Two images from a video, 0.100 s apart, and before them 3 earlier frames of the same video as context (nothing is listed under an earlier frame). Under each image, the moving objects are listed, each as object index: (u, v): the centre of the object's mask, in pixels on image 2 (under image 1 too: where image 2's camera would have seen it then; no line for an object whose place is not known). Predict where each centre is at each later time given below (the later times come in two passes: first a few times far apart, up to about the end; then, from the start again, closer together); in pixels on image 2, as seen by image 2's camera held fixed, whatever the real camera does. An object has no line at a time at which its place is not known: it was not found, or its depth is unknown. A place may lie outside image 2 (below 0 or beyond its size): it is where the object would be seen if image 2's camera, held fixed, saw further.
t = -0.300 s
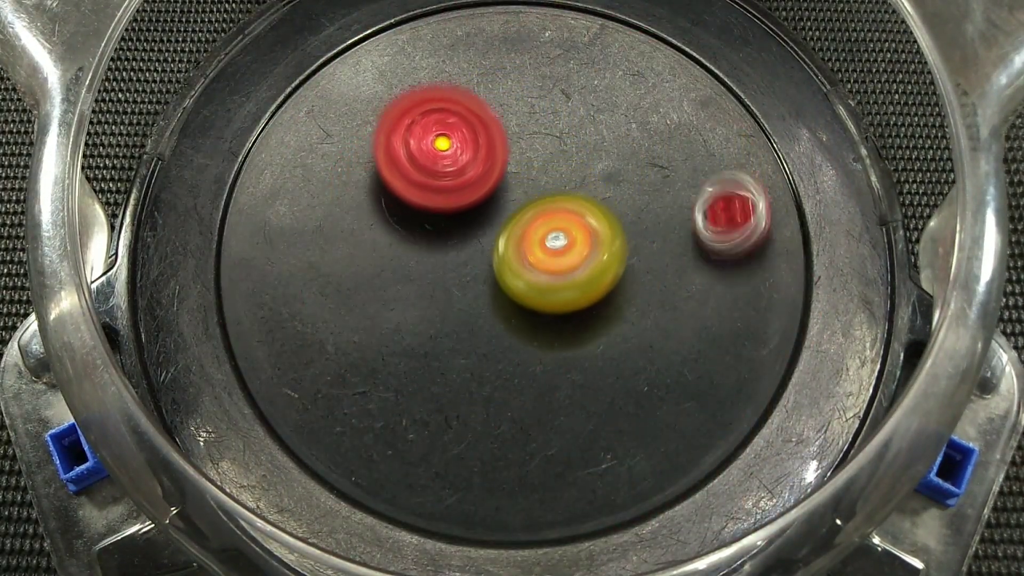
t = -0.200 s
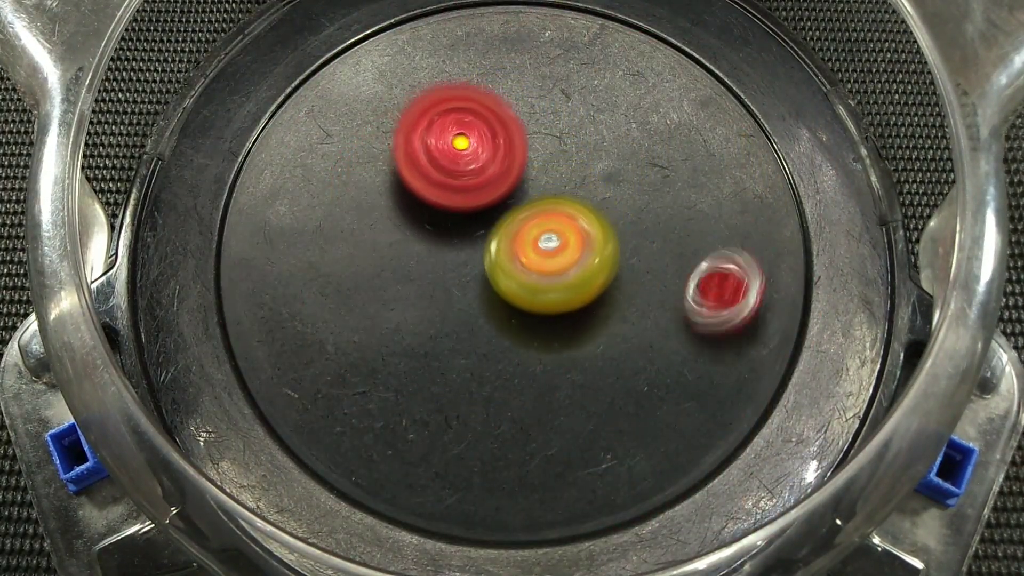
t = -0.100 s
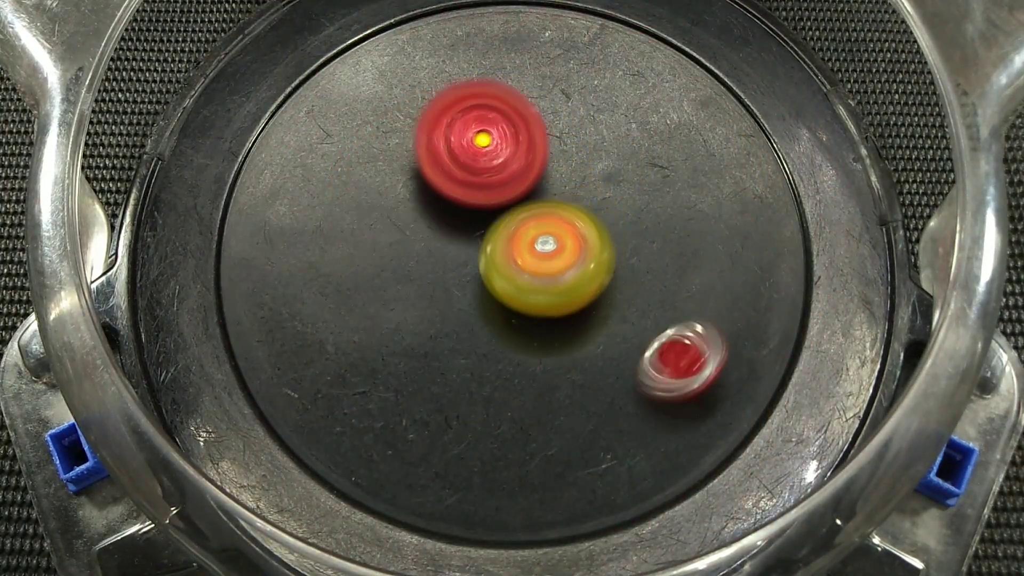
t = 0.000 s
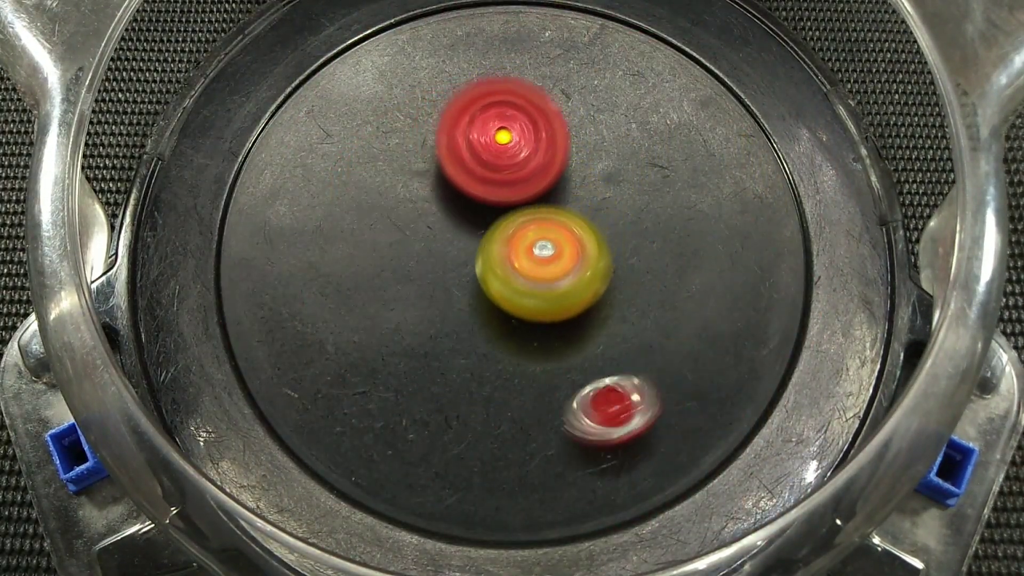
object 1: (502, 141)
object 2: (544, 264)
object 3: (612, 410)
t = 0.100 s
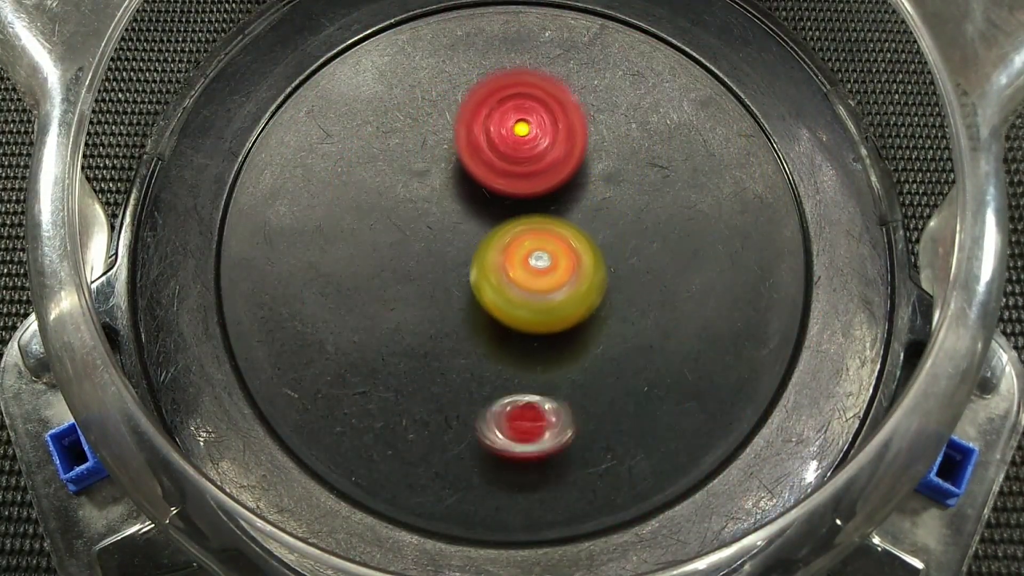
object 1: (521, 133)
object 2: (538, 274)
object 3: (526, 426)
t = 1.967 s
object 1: (517, 338)
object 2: (474, 215)
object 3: (562, 157)
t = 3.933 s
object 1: (436, 223)
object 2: (589, 225)
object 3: (572, 316)
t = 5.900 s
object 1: (423, 267)
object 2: (612, 162)
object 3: (529, 386)
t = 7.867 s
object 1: (448, 268)
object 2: (562, 149)
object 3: (524, 381)
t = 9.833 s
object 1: (452, 265)
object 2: (578, 230)
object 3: (524, 377)
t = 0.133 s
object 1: (526, 132)
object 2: (536, 275)
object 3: (496, 424)
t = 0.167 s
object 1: (531, 132)
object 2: (534, 276)
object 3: (468, 417)
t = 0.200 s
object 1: (537, 132)
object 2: (531, 275)
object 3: (441, 408)
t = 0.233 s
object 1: (542, 133)
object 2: (529, 275)
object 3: (417, 394)
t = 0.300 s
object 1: (553, 137)
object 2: (525, 273)
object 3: (377, 359)
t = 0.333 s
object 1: (557, 140)
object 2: (524, 272)
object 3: (361, 337)
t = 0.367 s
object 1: (562, 143)
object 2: (522, 270)
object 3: (350, 314)
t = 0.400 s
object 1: (567, 146)
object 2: (519, 269)
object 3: (342, 292)
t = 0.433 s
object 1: (572, 149)
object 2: (517, 269)
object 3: (338, 268)
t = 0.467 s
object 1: (577, 152)
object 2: (514, 269)
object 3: (338, 244)
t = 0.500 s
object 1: (581, 155)
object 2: (510, 269)
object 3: (342, 221)
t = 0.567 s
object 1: (589, 160)
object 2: (502, 272)
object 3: (360, 179)
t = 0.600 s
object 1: (592, 163)
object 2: (499, 272)
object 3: (373, 161)
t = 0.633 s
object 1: (595, 167)
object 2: (496, 271)
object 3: (391, 142)
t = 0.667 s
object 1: (597, 172)
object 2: (495, 270)
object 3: (410, 127)
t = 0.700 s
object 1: (598, 177)
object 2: (493, 269)
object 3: (429, 117)
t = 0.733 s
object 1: (605, 180)
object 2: (485, 270)
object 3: (450, 107)
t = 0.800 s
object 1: (613, 186)
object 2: (475, 269)
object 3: (499, 97)
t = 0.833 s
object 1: (615, 190)
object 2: (473, 267)
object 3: (523, 97)
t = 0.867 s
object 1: (617, 194)
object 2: (472, 264)
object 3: (547, 101)
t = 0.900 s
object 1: (617, 199)
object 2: (472, 261)
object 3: (570, 106)
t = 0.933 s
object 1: (617, 205)
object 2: (474, 258)
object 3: (591, 113)
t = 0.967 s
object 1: (617, 212)
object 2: (476, 255)
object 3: (610, 123)
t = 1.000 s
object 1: (617, 220)
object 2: (477, 252)
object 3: (632, 129)
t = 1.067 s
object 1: (633, 237)
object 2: (453, 247)
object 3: (674, 98)
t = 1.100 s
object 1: (638, 243)
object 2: (448, 244)
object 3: (686, 92)
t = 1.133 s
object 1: (640, 247)
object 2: (446, 242)
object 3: (691, 97)
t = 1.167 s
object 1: (640, 252)
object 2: (446, 239)
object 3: (695, 108)
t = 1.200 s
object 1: (638, 256)
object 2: (449, 237)
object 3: (695, 120)
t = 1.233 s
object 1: (636, 260)
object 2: (454, 236)
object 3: (693, 136)
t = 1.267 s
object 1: (634, 264)
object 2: (460, 235)
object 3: (687, 157)
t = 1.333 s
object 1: (624, 274)
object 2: (473, 235)
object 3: (676, 193)
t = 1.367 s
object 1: (611, 284)
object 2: (478, 234)
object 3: (718, 184)
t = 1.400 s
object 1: (612, 310)
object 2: (458, 219)
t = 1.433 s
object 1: (613, 330)
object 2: (439, 203)
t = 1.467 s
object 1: (612, 344)
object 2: (427, 191)
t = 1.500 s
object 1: (610, 353)
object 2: (420, 185)
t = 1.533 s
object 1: (606, 359)
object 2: (418, 182)
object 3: (868, 30)
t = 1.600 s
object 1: (599, 363)
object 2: (421, 183)
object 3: (785, 54)
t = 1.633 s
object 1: (595, 364)
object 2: (426, 186)
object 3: (759, 53)
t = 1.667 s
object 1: (591, 363)
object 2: (430, 190)
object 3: (731, 55)
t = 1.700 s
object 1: (586, 363)
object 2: (435, 194)
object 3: (707, 59)
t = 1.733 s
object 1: (580, 361)
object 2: (440, 198)
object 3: (683, 68)
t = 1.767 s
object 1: (573, 359)
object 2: (444, 202)
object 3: (659, 81)
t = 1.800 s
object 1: (564, 356)
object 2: (449, 206)
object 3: (638, 94)
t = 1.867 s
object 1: (546, 349)
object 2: (460, 214)
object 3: (600, 121)
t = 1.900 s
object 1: (536, 344)
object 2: (465, 217)
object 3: (586, 134)
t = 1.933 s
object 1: (526, 339)
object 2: (470, 219)
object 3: (573, 146)
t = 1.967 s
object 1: (517, 338)
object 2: (474, 215)
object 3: (562, 157)
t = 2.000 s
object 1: (509, 338)
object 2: (478, 209)
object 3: (557, 165)
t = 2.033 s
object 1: (501, 335)
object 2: (482, 205)
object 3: (556, 171)
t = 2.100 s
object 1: (484, 332)
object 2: (483, 199)
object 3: (566, 175)
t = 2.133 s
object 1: (474, 341)
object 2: (484, 179)
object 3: (572, 179)
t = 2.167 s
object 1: (464, 344)
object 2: (485, 165)
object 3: (576, 182)
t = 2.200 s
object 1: (456, 343)
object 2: (486, 157)
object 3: (577, 184)
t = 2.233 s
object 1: (450, 340)
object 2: (488, 154)
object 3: (577, 184)
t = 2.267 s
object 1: (444, 335)
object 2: (489, 154)
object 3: (578, 184)
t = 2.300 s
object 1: (439, 330)
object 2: (490, 155)
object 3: (578, 184)
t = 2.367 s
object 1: (431, 315)
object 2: (492, 162)
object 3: (580, 185)
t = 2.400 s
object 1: (427, 306)
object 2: (491, 165)
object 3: (580, 185)
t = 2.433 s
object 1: (424, 297)
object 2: (491, 168)
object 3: (580, 186)
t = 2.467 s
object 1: (421, 288)
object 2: (491, 173)
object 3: (580, 186)
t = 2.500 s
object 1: (419, 281)
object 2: (492, 176)
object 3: (581, 186)
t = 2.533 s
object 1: (409, 279)
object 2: (502, 170)
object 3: (587, 188)
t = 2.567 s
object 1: (402, 277)
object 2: (509, 158)
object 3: (599, 192)
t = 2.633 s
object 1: (398, 268)
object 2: (516, 150)
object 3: (618, 206)
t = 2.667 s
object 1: (400, 262)
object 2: (517, 151)
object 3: (619, 209)
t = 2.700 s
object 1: (403, 256)
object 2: (518, 153)
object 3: (618, 210)
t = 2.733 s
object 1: (409, 249)
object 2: (519, 157)
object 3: (616, 210)
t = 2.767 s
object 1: (414, 242)
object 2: (520, 160)
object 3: (614, 211)
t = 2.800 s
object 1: (405, 242)
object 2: (535, 156)
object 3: (614, 212)
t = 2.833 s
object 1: (397, 242)
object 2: (551, 151)
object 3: (619, 218)
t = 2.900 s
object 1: (395, 236)
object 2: (563, 149)
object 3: (622, 227)
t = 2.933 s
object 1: (398, 232)
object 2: (565, 149)
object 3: (620, 229)
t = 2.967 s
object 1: (404, 228)
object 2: (567, 150)
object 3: (618, 230)
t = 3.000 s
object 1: (411, 224)
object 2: (569, 151)
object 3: (618, 231)
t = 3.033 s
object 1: (419, 220)
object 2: (570, 152)
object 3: (617, 235)
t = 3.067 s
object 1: (428, 216)
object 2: (572, 155)
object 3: (617, 237)
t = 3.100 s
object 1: (437, 213)
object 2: (572, 157)
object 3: (616, 239)
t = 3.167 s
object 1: (449, 206)
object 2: (579, 163)
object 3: (616, 245)
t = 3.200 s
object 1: (451, 203)
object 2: (584, 165)
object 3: (616, 250)
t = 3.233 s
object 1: (453, 201)
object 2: (586, 167)
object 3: (614, 258)
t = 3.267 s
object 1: (448, 200)
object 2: (594, 169)
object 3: (612, 263)
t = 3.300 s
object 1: (448, 199)
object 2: (597, 170)
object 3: (609, 275)
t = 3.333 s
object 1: (450, 198)
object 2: (597, 172)
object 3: (605, 290)
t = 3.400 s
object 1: (458, 198)
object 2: (594, 177)
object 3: (596, 306)
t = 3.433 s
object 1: (452, 197)
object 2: (603, 181)
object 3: (594, 307)
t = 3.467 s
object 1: (446, 196)
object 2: (611, 186)
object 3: (593, 307)
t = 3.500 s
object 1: (444, 196)
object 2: (611, 190)
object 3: (593, 307)
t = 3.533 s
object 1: (443, 197)
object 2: (609, 194)
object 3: (593, 307)
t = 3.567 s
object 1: (444, 199)
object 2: (606, 197)
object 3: (593, 307)
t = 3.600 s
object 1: (446, 202)
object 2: (603, 199)
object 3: (593, 307)
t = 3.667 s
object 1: (453, 208)
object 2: (594, 204)
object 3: (594, 307)
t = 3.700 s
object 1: (455, 210)
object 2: (592, 206)
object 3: (594, 307)
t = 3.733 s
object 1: (454, 212)
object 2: (593, 209)
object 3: (594, 307)
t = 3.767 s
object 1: (449, 213)
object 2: (596, 214)
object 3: (594, 307)
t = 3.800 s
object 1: (447, 215)
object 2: (595, 218)
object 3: (594, 308)
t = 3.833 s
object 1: (447, 217)
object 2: (590, 221)
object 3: (594, 309)
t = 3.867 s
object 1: (446, 220)
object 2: (586, 224)
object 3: (592, 311)
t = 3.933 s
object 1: (436, 223)
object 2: (589, 225)
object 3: (572, 316)
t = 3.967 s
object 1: (435, 226)
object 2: (588, 225)
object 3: (546, 333)
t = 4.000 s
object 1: (435, 229)
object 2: (585, 224)
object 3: (525, 348)
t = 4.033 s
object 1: (437, 232)
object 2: (580, 223)
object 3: (512, 353)
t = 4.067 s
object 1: (437, 235)
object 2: (579, 223)
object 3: (502, 354)
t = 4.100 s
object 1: (423, 237)
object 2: (594, 222)
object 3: (498, 351)
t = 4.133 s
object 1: (413, 239)
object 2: (603, 222)
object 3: (497, 349)
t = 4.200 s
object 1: (407, 243)
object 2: (605, 220)
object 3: (497, 347)
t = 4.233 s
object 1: (406, 246)
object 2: (603, 218)
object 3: (497, 347)
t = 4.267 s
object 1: (405, 249)
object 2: (601, 215)
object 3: (497, 347)
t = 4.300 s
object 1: (406, 251)
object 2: (600, 213)
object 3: (497, 347)
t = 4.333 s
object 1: (409, 253)
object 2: (599, 210)
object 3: (497, 347)
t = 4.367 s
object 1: (413, 255)
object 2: (597, 208)
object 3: (497, 347)
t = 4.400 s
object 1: (419, 257)
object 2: (595, 206)
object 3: (498, 347)
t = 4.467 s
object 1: (433, 258)
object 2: (591, 202)
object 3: (498, 347)
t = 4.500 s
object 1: (441, 258)
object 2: (589, 201)
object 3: (498, 348)
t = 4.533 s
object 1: (449, 257)
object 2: (587, 200)
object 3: (498, 348)
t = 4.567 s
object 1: (458, 255)
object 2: (585, 199)
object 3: (498, 349)
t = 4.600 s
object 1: (462, 255)
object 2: (586, 196)
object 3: (499, 350)
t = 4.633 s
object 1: (465, 254)
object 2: (590, 192)
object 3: (501, 357)
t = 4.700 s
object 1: (467, 243)
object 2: (596, 188)
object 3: (525, 431)
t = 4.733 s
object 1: (470, 239)
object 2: (598, 186)
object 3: (534, 452)
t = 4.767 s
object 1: (472, 237)
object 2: (598, 186)
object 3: (540, 464)
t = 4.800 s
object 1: (462, 238)
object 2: (614, 181)
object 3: (542, 464)
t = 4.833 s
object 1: (452, 239)
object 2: (629, 177)
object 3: (541, 461)
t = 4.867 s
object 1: (447, 240)
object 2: (633, 177)
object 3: (541, 458)
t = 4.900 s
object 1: (445, 241)
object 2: (633, 178)
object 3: (539, 453)
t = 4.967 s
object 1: (444, 243)
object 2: (631, 179)
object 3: (536, 441)
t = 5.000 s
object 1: (445, 244)
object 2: (629, 181)
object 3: (535, 435)
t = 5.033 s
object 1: (446, 245)
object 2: (626, 184)
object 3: (534, 429)
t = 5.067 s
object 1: (449, 246)
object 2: (622, 186)
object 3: (533, 424)
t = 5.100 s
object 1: (451, 246)
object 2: (617, 188)
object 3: (532, 418)
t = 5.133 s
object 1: (456, 246)
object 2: (613, 190)
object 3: (532, 413)
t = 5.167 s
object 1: (460, 246)
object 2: (609, 192)
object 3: (531, 408)
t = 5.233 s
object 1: (470, 246)
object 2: (598, 199)
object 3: (530, 400)
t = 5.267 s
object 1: (458, 247)
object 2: (606, 200)
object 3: (530, 397)
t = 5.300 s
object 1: (447, 248)
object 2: (614, 201)
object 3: (530, 395)
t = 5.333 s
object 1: (441, 248)
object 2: (615, 203)
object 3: (529, 393)
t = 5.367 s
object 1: (438, 249)
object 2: (611, 205)
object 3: (529, 391)
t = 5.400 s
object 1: (436, 250)
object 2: (606, 205)
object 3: (529, 390)
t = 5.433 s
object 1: (435, 252)
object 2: (601, 205)
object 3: (529, 390)
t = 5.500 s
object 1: (437, 253)
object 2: (589, 203)
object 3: (529, 390)
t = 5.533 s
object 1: (438, 254)
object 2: (583, 202)
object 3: (529, 390)
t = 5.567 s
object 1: (442, 254)
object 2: (574, 201)
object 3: (529, 390)
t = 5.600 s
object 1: (443, 255)
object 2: (568, 198)
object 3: (529, 390)
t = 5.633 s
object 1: (427, 259)
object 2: (582, 190)
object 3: (529, 390)
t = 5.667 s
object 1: (415, 262)
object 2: (599, 180)
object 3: (529, 389)
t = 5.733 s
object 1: (409, 265)
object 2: (614, 169)
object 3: (529, 387)
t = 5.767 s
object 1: (409, 266)
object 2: (616, 166)
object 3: (529, 386)
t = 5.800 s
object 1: (411, 267)
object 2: (617, 163)
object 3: (529, 386)
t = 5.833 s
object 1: (413, 268)
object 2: (616, 163)
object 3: (529, 386)
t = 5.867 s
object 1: (417, 268)
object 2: (614, 162)
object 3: (529, 386)
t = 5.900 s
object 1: (423, 267)
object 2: (612, 162)
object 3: (529, 386)
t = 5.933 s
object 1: (428, 266)
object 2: (610, 162)
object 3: (529, 386)
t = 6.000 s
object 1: (443, 263)
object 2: (604, 163)
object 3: (529, 386)
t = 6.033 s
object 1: (450, 261)
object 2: (602, 164)
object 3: (529, 386)
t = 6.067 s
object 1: (459, 258)
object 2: (599, 165)
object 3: (529, 386)
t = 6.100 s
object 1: (467, 257)
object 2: (596, 165)
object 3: (529, 386)
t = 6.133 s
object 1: (476, 254)
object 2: (592, 168)
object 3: (529, 386)
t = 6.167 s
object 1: (483, 252)
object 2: (587, 171)
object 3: (529, 386)
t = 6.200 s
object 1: (480, 255)
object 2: (590, 169)
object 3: (529, 386)
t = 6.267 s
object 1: (482, 257)
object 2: (592, 170)
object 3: (529, 386)
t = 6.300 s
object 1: (486, 258)
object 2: (588, 170)
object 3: (529, 386)
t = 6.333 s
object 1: (491, 260)
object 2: (584, 169)
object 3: (529, 385)
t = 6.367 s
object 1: (492, 265)
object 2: (586, 166)
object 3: (529, 386)
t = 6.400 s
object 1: (492, 267)
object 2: (586, 166)
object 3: (529, 385)
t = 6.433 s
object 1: (495, 268)
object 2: (584, 167)
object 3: (529, 385)
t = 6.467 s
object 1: (499, 270)
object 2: (581, 165)
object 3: (529, 385)
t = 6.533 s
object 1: (506, 273)
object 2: (576, 164)
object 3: (528, 385)
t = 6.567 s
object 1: (510, 273)
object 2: (575, 164)
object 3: (529, 385)
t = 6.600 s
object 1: (512, 275)
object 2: (573, 163)
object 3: (529, 385)
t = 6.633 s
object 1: (514, 277)
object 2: (572, 163)
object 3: (529, 385)
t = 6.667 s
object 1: (516, 278)
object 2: (570, 163)
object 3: (529, 385)
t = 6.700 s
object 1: (517, 279)
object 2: (568, 163)
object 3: (529, 385)
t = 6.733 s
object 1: (517, 282)
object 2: (568, 160)
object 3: (529, 385)
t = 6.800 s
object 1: (518, 285)
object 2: (565, 163)
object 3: (529, 386)
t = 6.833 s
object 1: (519, 285)
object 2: (562, 163)
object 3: (528, 386)
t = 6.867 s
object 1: (520, 285)
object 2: (559, 163)
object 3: (528, 387)
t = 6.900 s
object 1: (521, 284)
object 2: (557, 163)
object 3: (528, 386)
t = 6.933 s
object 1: (519, 285)
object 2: (556, 161)
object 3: (528, 386)
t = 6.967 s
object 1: (516, 287)
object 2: (558, 152)
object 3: (527, 387)
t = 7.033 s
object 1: (514, 286)
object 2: (560, 151)
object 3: (526, 391)
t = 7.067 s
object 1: (512, 285)
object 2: (558, 153)
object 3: (525, 390)
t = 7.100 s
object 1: (510, 283)
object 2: (556, 155)
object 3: (525, 388)
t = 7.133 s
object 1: (509, 280)
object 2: (552, 156)
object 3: (524, 387)
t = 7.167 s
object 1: (508, 277)
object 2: (550, 156)
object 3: (524, 386)
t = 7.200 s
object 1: (506, 275)
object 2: (548, 155)
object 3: (524, 385)
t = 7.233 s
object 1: (501, 276)
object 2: (550, 150)
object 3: (524, 385)
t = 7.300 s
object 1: (493, 276)
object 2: (553, 148)
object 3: (524, 384)
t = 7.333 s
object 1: (491, 274)
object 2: (551, 150)
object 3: (524, 384)
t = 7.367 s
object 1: (489, 271)
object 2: (549, 152)
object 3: (524, 383)
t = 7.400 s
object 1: (488, 268)
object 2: (546, 153)
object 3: (524, 383)
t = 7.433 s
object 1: (487, 265)
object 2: (543, 152)
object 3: (524, 383)
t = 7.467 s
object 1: (484, 265)
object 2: (543, 149)
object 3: (524, 382)
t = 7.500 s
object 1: (479, 266)
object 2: (546, 143)
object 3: (524, 382)
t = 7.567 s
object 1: (475, 262)
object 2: (548, 147)
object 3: (524, 382)
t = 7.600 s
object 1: (475, 260)
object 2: (545, 149)
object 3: (524, 382)
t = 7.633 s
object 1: (474, 259)
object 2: (543, 151)
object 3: (524, 382)
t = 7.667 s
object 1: (464, 263)
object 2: (549, 145)
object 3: (524, 382)
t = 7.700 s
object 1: (456, 266)
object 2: (559, 140)
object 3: (524, 381)
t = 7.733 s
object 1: (452, 267)
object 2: (563, 140)
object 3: (524, 381)
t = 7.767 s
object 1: (450, 267)
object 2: (564, 142)
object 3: (524, 381)
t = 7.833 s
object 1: (447, 267)
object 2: (563, 146)
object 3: (524, 381)
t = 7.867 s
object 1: (448, 268)
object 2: (562, 149)
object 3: (524, 381)
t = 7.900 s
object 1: (447, 265)
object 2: (561, 153)
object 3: (524, 381)
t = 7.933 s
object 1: (449, 264)
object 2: (559, 158)
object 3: (524, 381)
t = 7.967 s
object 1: (450, 262)
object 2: (556, 164)
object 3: (524, 381)
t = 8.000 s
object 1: (454, 261)
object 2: (551, 171)
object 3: (524, 381)
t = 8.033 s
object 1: (447, 263)
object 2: (554, 174)
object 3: (524, 380)
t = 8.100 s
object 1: (426, 272)
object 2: (579, 175)
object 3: (524, 380)
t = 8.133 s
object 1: (425, 271)
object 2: (582, 179)
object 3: (524, 380)
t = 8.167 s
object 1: (428, 270)
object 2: (580, 184)
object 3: (524, 380)
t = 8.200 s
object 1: (435, 272)
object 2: (574, 190)
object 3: (524, 380)
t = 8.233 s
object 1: (440, 272)
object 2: (567, 194)
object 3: (524, 380)
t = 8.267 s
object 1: (446, 274)
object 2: (563, 198)
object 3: (524, 380)
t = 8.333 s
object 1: (447, 275)
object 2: (560, 205)
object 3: (524, 380)
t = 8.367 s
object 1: (446, 275)
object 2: (561, 208)
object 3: (524, 380)
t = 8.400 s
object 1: (446, 276)
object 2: (564, 209)
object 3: (524, 380)
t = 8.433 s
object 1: (443, 278)
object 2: (572, 209)
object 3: (524, 380)
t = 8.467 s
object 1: (444, 279)
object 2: (577, 212)
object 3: (524, 380)
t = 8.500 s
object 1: (446, 280)
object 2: (580, 214)
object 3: (524, 380)
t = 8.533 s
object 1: (446, 281)
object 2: (578, 217)
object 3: (524, 380)
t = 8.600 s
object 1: (446, 283)
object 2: (570, 220)
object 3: (524, 380)
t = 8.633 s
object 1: (449, 283)
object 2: (567, 219)
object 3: (524, 380)
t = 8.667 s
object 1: (448, 283)
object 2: (568, 219)
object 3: (524, 380)
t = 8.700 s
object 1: (435, 282)
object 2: (583, 215)
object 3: (524, 380)
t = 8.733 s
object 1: (427, 282)
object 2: (598, 212)
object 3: (524, 380)
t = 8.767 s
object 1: (425, 279)
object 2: (605, 211)
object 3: (524, 380)
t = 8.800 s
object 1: (429, 279)
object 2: (607, 212)
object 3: (524, 380)
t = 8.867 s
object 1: (431, 280)
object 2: (603, 212)
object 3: (524, 380)
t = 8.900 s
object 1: (430, 279)
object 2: (599, 211)
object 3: (524, 380)
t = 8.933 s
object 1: (432, 275)
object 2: (595, 209)
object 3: (524, 380)
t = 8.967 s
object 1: (439, 275)
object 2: (590, 209)
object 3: (524, 380)
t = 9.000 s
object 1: (443, 276)
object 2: (585, 210)
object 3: (524, 380)
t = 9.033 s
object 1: (449, 274)
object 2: (579, 212)
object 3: (524, 380)
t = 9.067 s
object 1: (454, 273)
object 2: (574, 213)
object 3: (524, 380)
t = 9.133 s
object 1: (450, 271)
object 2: (572, 212)
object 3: (524, 379)
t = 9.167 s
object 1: (451, 271)
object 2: (568, 212)
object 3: (524, 379)
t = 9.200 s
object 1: (447, 271)
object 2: (570, 212)
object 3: (524, 379)
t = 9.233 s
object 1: (438, 269)
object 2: (581, 214)
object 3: (524, 379)
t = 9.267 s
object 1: (437, 266)
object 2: (584, 220)
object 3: (524, 379)
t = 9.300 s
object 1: (436, 264)
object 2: (581, 226)
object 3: (524, 379)
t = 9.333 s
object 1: (440, 263)
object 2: (576, 230)
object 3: (524, 378)
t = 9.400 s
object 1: (441, 263)
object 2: (569, 233)
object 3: (524, 378)
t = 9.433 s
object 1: (438, 262)
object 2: (568, 234)
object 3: (524, 378)
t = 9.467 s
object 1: (439, 261)
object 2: (568, 233)
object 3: (524, 378)
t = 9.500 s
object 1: (438, 260)
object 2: (567, 233)
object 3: (524, 378)
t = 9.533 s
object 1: (439, 260)
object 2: (567, 232)
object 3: (524, 378)
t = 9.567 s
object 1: (438, 261)
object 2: (568, 230)
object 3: (524, 378)
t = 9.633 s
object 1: (445, 266)
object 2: (566, 228)
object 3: (524, 378)
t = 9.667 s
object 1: (448, 267)
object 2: (567, 228)
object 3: (524, 378)
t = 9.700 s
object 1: (454, 266)
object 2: (568, 228)
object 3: (524, 378)
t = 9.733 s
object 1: (456, 264)
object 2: (571, 228)
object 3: (524, 377)
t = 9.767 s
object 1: (456, 265)
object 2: (574, 229)
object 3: (524, 378)
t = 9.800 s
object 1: (453, 266)
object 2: (576, 229)
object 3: (524, 377)
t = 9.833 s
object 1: (452, 265)
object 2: (578, 230)
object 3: (524, 377)
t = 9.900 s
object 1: (448, 264)
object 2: (575, 230)
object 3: (524, 377)
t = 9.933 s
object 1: (447, 263)
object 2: (573, 229)
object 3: (524, 377)
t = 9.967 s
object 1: (447, 263)
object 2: (573, 229)
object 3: (524, 377)
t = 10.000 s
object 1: (445, 262)
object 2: (573, 229)
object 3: (524, 377)
